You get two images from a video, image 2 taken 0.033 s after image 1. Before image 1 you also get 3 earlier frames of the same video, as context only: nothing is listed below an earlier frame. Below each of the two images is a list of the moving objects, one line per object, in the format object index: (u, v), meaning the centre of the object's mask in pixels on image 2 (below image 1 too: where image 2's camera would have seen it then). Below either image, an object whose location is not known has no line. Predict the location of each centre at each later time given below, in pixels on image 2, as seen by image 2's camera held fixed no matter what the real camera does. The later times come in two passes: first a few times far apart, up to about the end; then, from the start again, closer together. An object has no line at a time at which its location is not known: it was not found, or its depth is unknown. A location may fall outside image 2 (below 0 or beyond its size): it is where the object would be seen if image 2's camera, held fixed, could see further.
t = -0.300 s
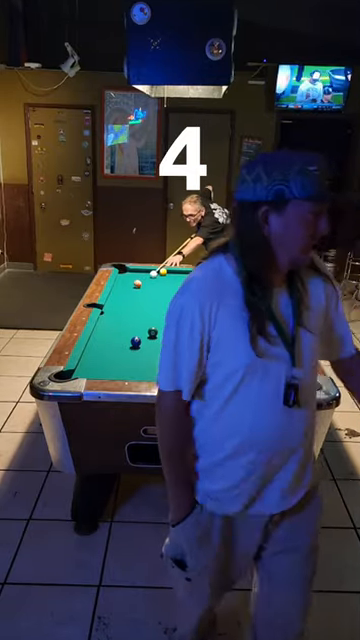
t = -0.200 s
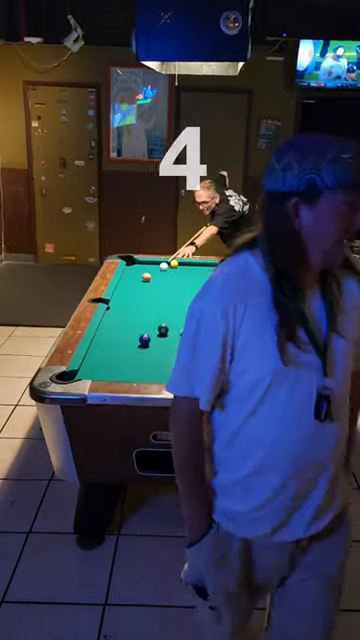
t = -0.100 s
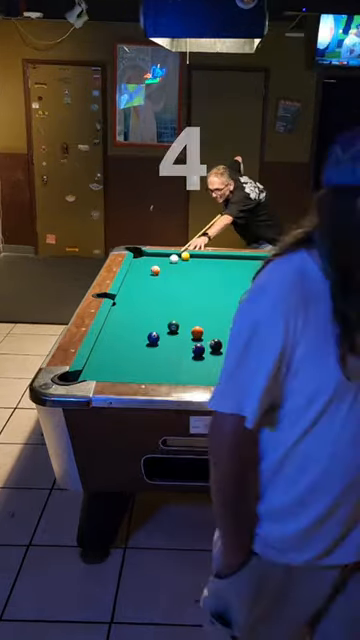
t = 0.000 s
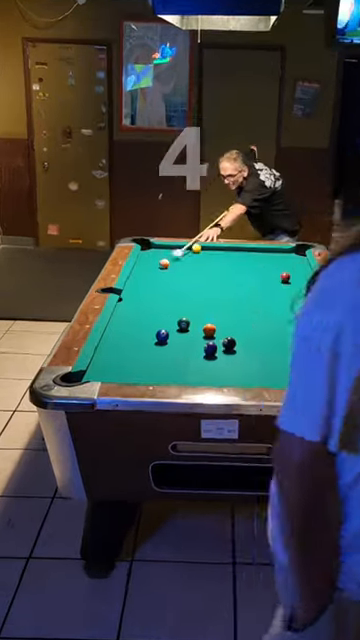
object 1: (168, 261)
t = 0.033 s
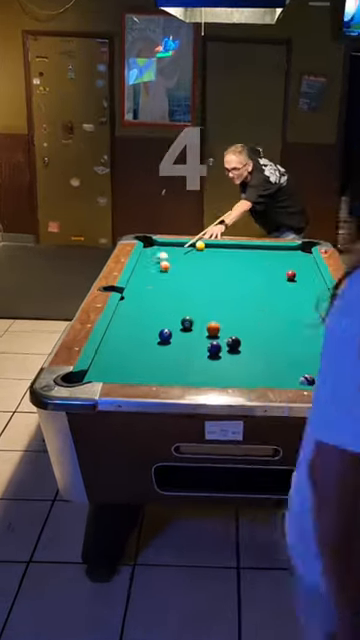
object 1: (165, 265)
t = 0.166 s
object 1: (148, 292)
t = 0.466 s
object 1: (93, 375)
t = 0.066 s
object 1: (161, 272)
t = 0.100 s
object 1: (157, 279)
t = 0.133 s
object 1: (152, 285)
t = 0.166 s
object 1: (148, 292)
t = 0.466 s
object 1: (93, 375)
